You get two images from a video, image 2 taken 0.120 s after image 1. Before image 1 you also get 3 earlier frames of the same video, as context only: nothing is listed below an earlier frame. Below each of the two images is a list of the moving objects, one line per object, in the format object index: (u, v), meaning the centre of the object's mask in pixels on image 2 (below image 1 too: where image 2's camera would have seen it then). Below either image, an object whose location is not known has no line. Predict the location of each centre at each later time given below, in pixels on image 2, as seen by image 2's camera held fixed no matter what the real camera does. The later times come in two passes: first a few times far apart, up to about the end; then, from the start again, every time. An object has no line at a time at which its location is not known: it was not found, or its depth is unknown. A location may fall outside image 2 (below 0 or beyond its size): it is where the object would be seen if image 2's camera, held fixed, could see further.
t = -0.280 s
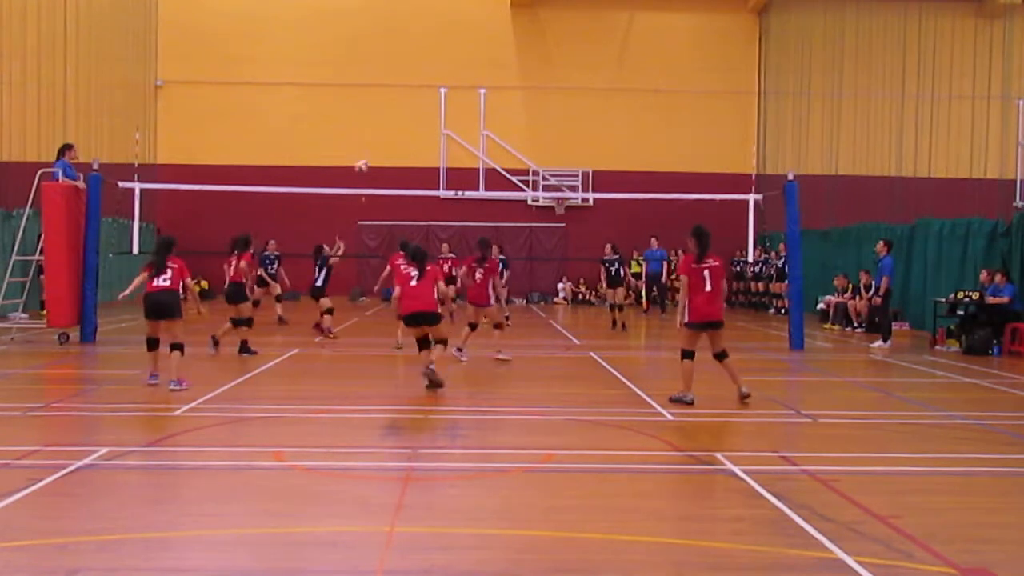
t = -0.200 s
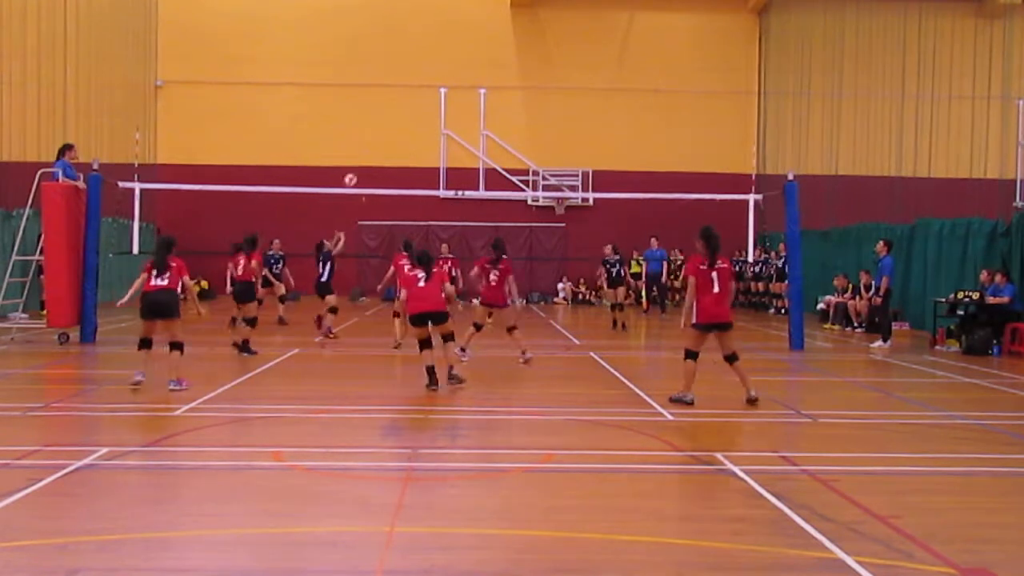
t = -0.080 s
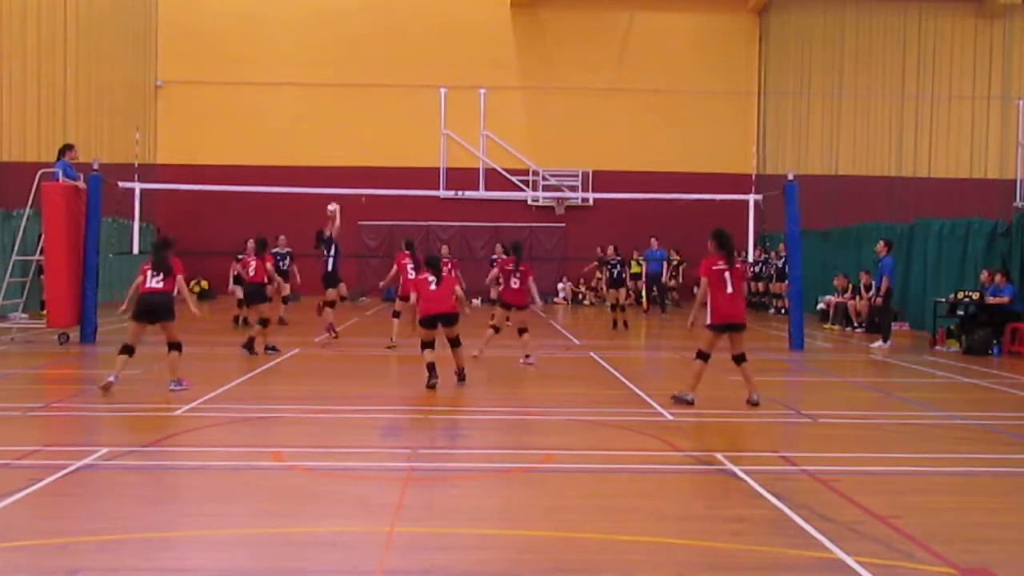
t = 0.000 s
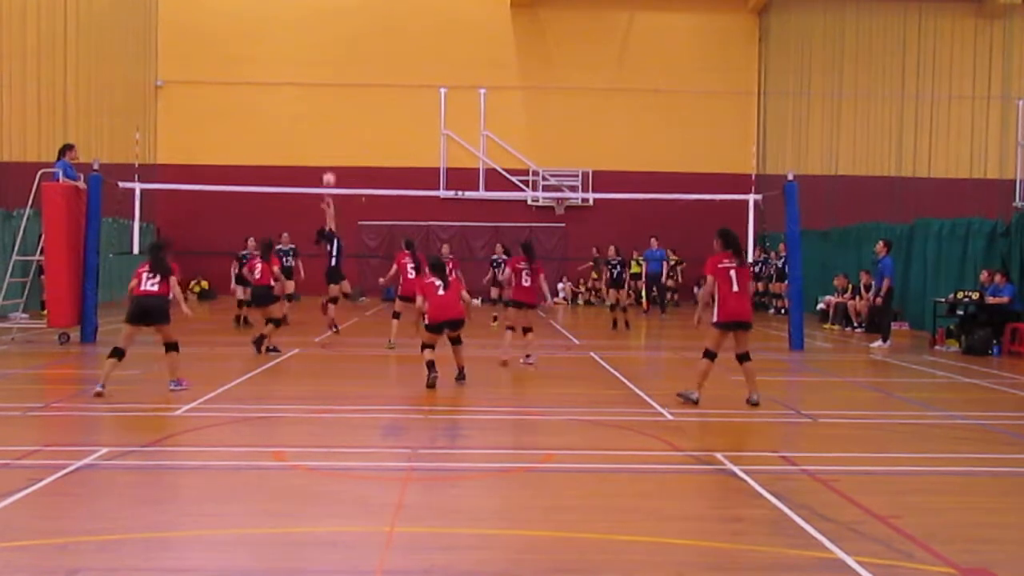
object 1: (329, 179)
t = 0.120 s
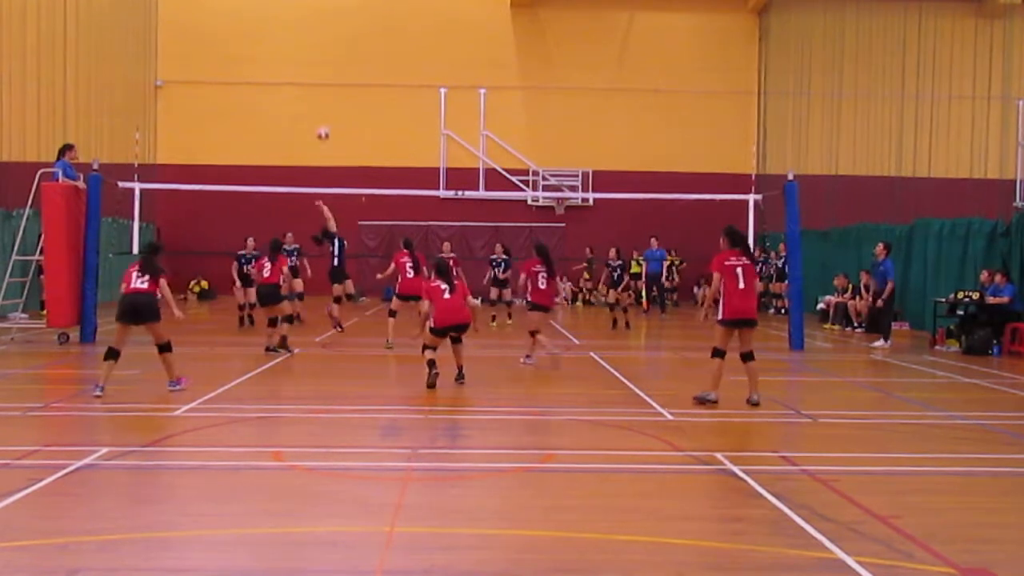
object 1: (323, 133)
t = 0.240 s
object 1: (316, 96)
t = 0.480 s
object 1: (307, 50)
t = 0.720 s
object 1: (296, 42)
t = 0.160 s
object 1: (320, 119)
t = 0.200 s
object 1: (318, 106)
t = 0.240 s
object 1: (316, 96)
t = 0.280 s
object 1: (314, 85)
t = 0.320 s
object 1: (313, 76)
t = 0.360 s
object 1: (312, 67)
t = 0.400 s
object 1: (310, 61)
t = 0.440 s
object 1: (308, 55)
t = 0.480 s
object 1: (307, 50)
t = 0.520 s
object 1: (304, 46)
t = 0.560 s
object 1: (302, 44)
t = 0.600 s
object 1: (300, 42)
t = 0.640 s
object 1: (299, 41)
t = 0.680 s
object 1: (297, 41)
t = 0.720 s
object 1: (296, 42)
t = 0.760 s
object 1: (293, 44)
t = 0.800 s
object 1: (291, 46)
